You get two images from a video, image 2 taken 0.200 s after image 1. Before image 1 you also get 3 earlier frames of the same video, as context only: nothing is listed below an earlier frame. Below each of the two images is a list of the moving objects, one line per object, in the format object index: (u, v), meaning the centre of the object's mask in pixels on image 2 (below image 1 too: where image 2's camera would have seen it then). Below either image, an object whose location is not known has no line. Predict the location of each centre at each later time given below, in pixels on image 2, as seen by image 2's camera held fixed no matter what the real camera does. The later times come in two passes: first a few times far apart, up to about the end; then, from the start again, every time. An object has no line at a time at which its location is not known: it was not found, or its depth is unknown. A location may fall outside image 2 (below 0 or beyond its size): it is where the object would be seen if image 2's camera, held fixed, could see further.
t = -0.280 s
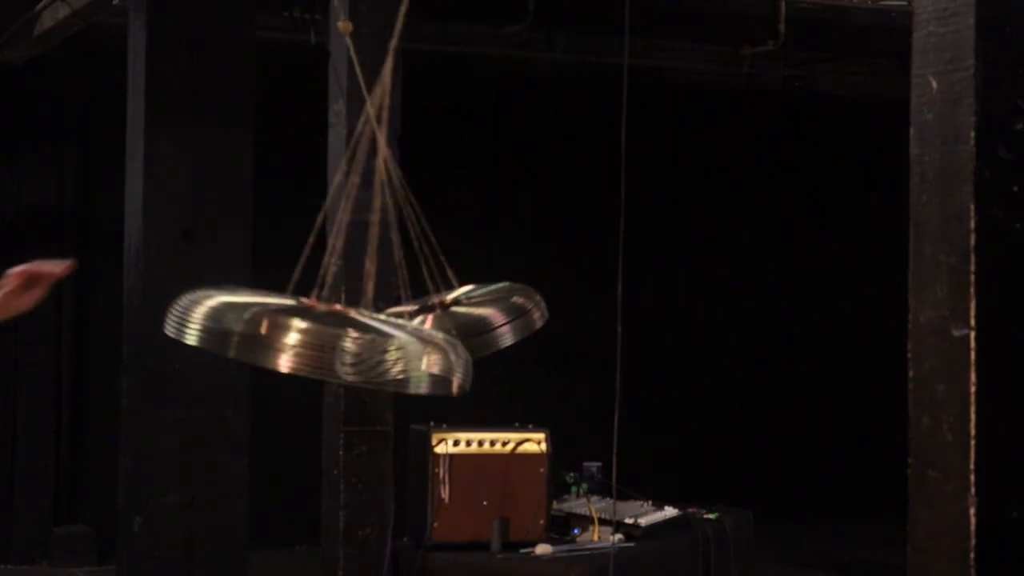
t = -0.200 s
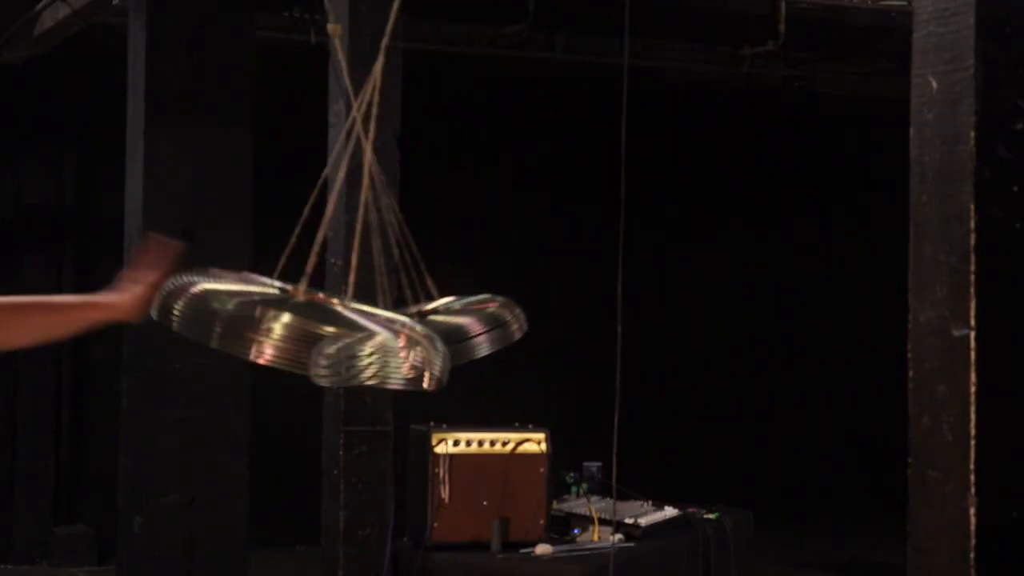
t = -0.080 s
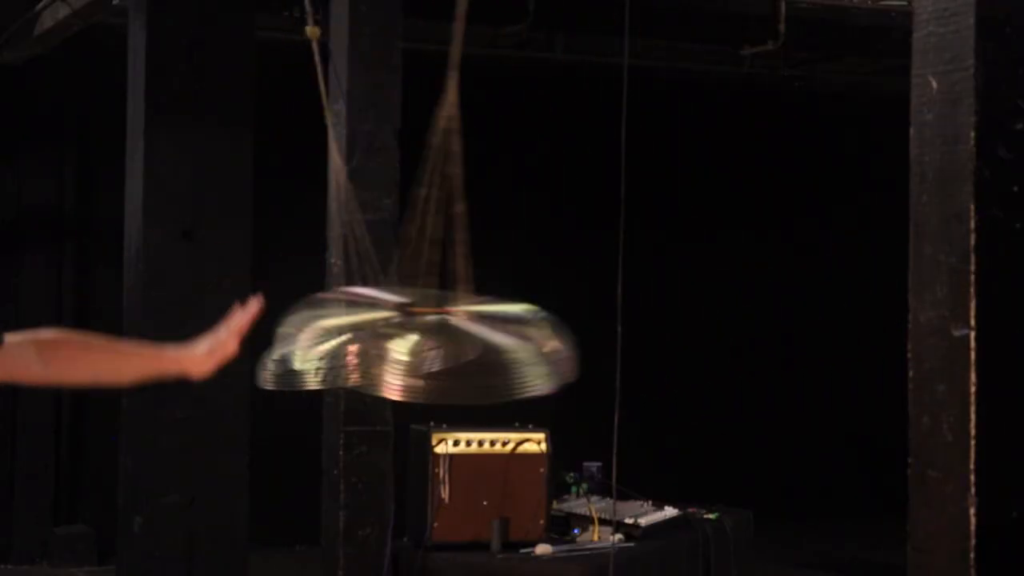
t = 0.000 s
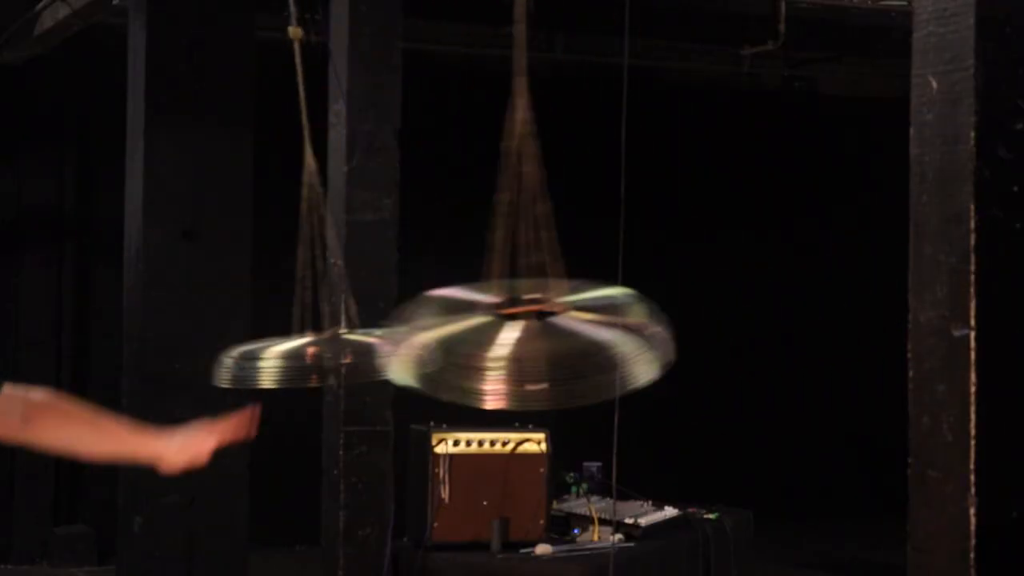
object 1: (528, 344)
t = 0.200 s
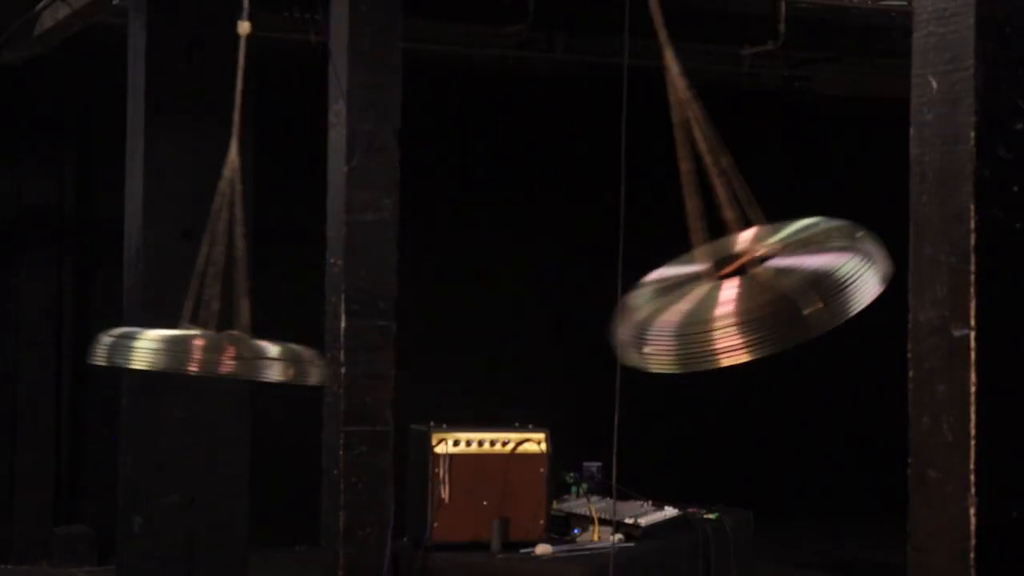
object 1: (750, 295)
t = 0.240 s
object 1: (784, 283)
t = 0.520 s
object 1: (879, 257)
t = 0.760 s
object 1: (881, 296)
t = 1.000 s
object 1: (813, 300)
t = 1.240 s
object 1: (601, 344)
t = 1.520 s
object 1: (284, 315)
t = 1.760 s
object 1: (114, 258)
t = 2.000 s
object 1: (96, 247)
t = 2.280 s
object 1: (210, 281)
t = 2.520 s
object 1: (546, 350)
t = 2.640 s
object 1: (690, 346)
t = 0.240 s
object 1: (784, 283)
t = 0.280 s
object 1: (807, 274)
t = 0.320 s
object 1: (824, 266)
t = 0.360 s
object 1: (840, 260)
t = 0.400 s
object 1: (852, 256)
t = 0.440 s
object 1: (863, 253)
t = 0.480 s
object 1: (872, 254)
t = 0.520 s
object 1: (879, 257)
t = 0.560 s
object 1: (885, 262)
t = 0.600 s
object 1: (889, 268)
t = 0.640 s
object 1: (892, 275)
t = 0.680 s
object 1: (891, 282)
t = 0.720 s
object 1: (888, 289)
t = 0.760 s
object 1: (881, 296)
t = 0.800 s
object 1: (873, 292)
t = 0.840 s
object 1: (864, 293)
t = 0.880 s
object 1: (855, 293)
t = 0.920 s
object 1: (842, 293)
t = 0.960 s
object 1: (829, 297)
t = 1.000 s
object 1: (813, 300)
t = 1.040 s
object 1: (795, 306)
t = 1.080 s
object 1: (770, 313)
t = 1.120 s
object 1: (733, 323)
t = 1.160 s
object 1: (690, 332)
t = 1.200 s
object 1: (647, 339)
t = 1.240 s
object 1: (601, 344)
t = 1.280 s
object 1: (555, 347)
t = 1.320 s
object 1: (508, 348)
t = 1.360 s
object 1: (465, 347)
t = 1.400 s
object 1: (418, 344)
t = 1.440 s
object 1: (376, 338)
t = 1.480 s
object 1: (334, 323)
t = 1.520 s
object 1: (284, 315)
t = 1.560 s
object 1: (220, 295)
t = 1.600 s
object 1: (197, 292)
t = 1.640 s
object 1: (172, 283)
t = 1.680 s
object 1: (147, 273)
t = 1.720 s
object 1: (128, 264)
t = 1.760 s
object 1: (114, 258)
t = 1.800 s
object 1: (104, 254)
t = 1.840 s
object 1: (96, 250)
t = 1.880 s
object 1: (91, 246)
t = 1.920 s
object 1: (91, 245)
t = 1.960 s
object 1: (92, 246)
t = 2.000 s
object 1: (96, 247)
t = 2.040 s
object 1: (102, 248)
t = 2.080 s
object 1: (112, 251)
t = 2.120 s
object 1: (124, 254)
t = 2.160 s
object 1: (140, 260)
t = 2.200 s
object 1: (159, 266)
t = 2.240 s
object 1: (181, 273)
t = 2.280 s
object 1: (210, 281)
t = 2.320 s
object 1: (276, 306)
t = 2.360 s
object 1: (326, 320)
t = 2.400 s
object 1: (376, 332)
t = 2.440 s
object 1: (451, 336)
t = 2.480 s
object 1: (492, 346)
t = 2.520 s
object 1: (546, 350)
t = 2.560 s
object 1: (594, 351)
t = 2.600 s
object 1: (643, 350)
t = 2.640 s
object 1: (690, 346)
